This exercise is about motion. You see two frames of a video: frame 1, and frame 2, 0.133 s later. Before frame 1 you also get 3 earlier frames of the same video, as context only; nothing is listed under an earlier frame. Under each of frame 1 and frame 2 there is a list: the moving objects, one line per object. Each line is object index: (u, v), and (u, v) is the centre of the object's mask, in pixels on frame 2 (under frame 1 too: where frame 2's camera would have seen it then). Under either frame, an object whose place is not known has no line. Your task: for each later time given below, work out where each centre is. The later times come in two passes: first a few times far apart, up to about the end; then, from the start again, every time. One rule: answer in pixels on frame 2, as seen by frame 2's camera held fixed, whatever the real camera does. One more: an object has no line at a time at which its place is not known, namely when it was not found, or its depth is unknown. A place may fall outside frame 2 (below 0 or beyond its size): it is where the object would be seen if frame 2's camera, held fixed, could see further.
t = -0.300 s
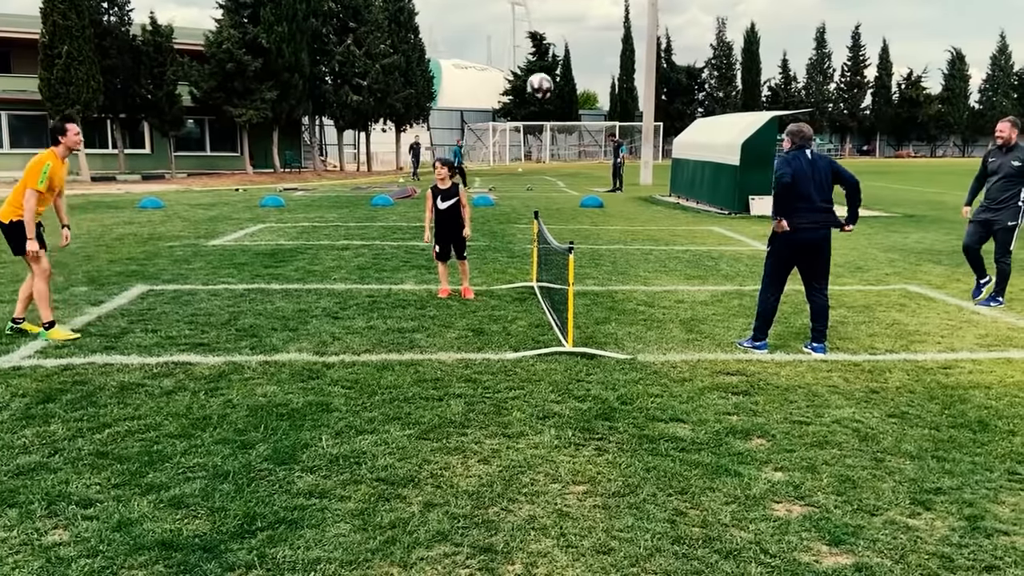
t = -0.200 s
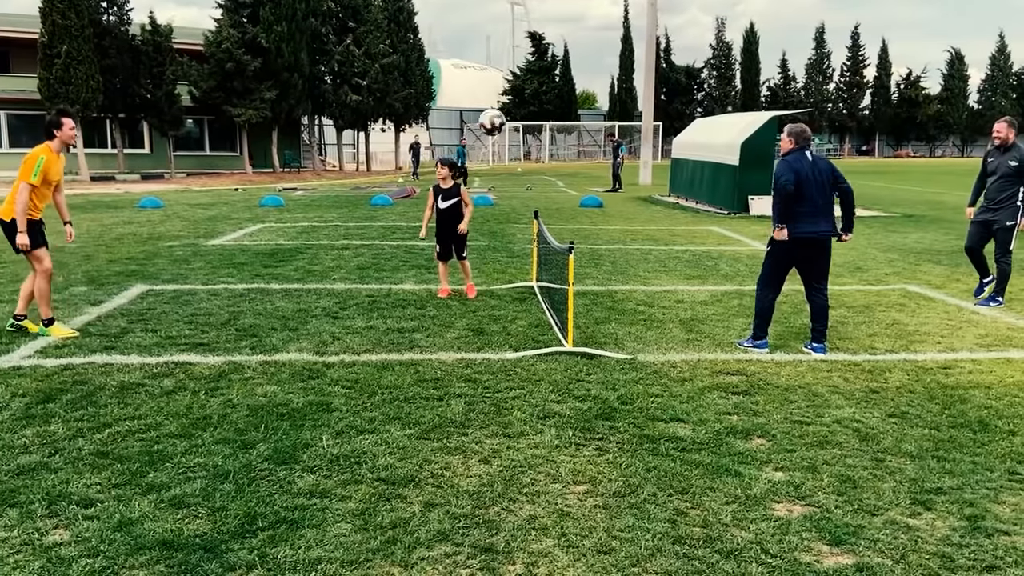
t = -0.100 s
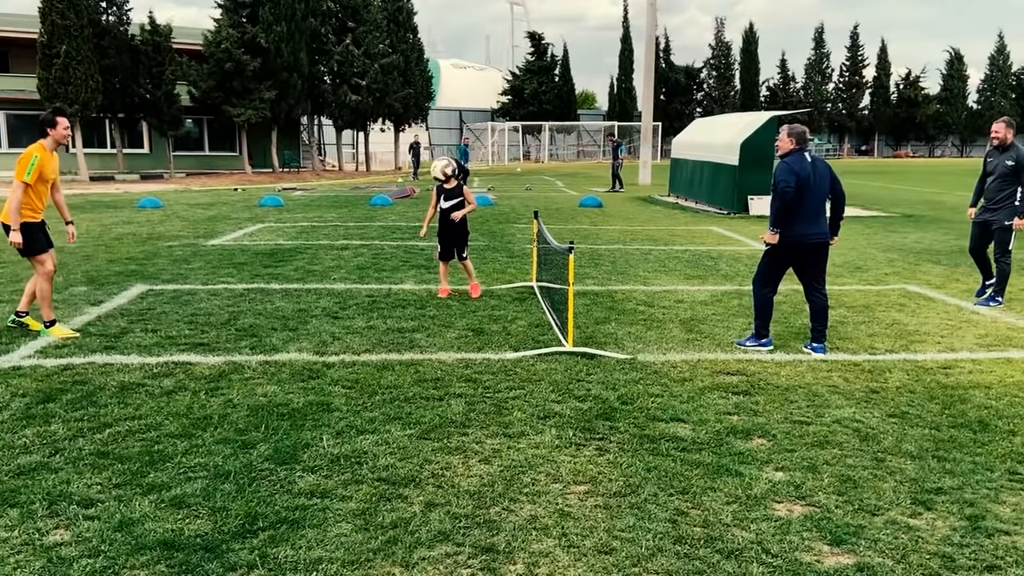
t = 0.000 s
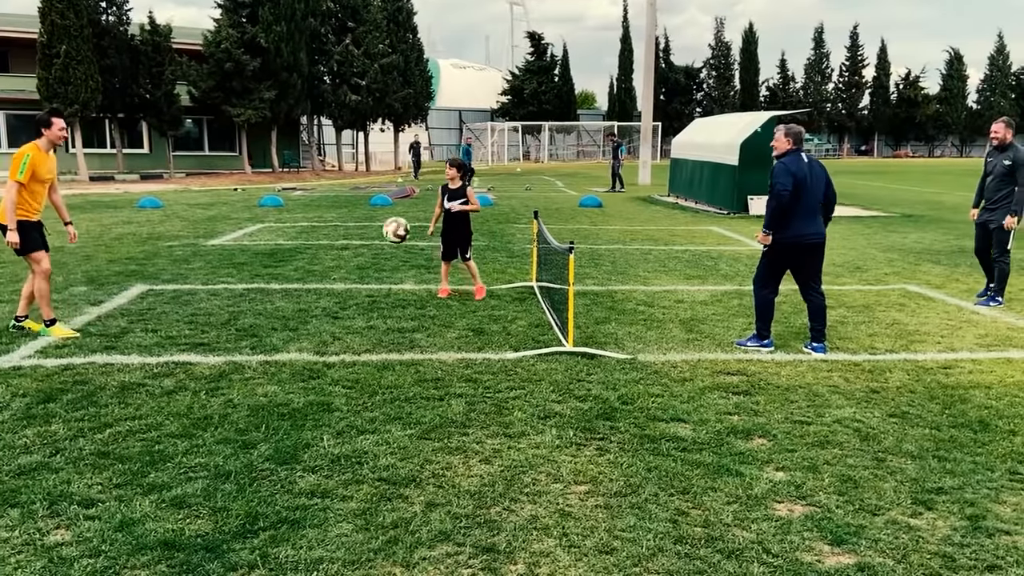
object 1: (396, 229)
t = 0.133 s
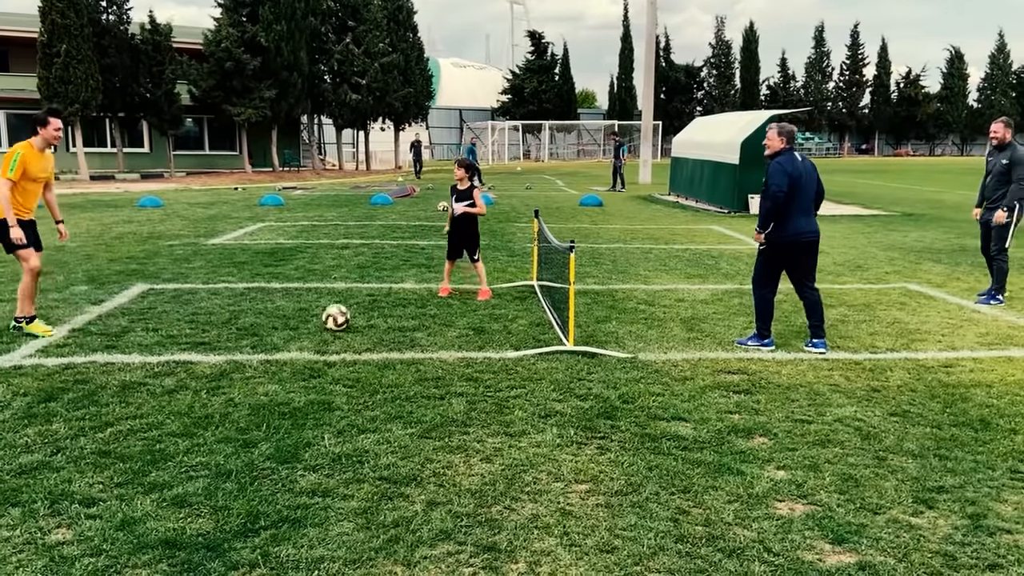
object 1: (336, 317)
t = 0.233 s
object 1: (311, 267)
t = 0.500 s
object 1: (241, 186)
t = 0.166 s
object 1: (328, 299)
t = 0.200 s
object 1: (319, 282)
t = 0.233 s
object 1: (311, 267)
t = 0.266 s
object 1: (302, 252)
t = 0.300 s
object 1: (293, 238)
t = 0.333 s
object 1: (284, 226)
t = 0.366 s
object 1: (276, 216)
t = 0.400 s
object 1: (267, 206)
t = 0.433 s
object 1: (259, 198)
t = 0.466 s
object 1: (250, 191)
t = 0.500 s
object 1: (241, 186)
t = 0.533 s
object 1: (233, 182)
